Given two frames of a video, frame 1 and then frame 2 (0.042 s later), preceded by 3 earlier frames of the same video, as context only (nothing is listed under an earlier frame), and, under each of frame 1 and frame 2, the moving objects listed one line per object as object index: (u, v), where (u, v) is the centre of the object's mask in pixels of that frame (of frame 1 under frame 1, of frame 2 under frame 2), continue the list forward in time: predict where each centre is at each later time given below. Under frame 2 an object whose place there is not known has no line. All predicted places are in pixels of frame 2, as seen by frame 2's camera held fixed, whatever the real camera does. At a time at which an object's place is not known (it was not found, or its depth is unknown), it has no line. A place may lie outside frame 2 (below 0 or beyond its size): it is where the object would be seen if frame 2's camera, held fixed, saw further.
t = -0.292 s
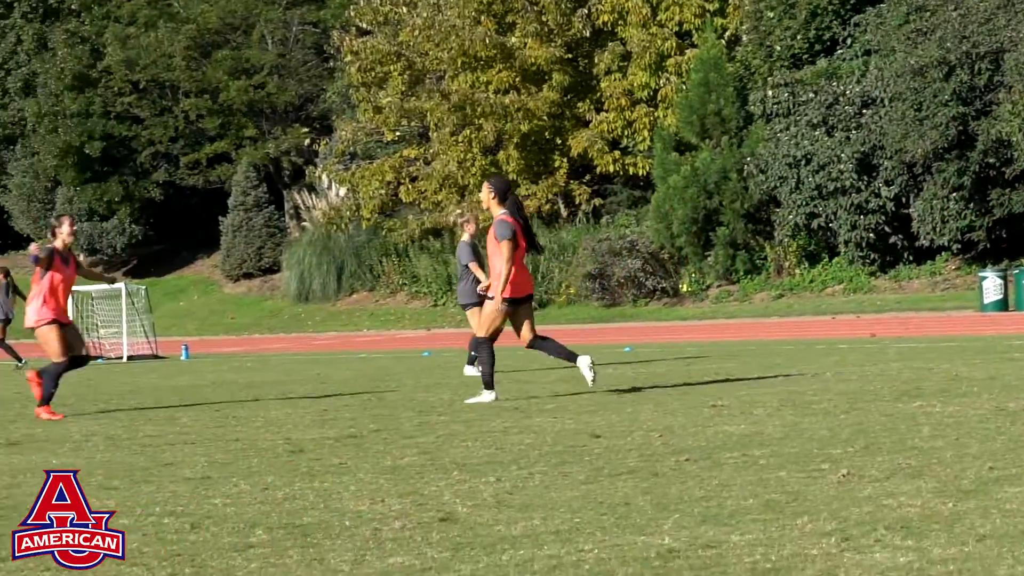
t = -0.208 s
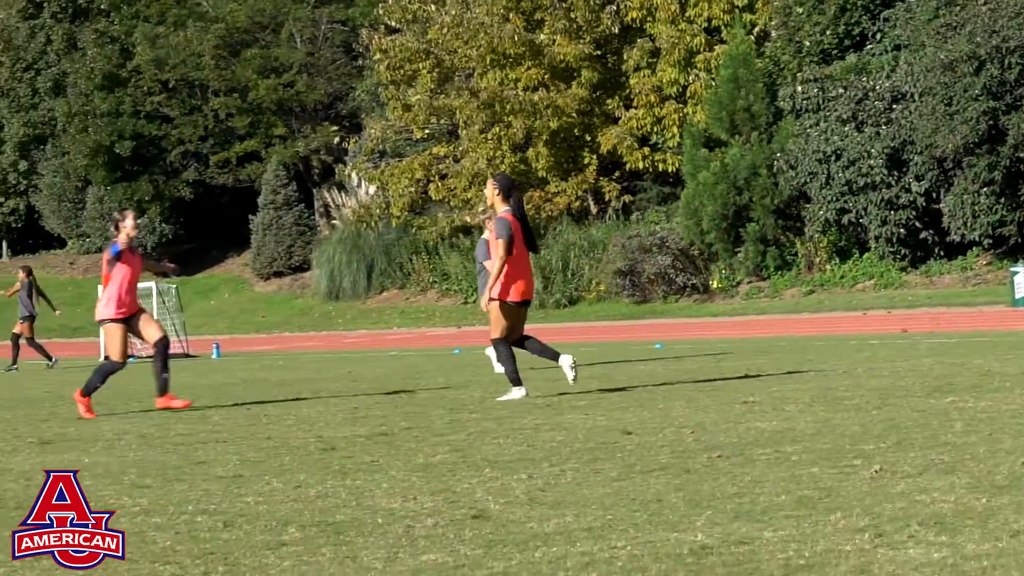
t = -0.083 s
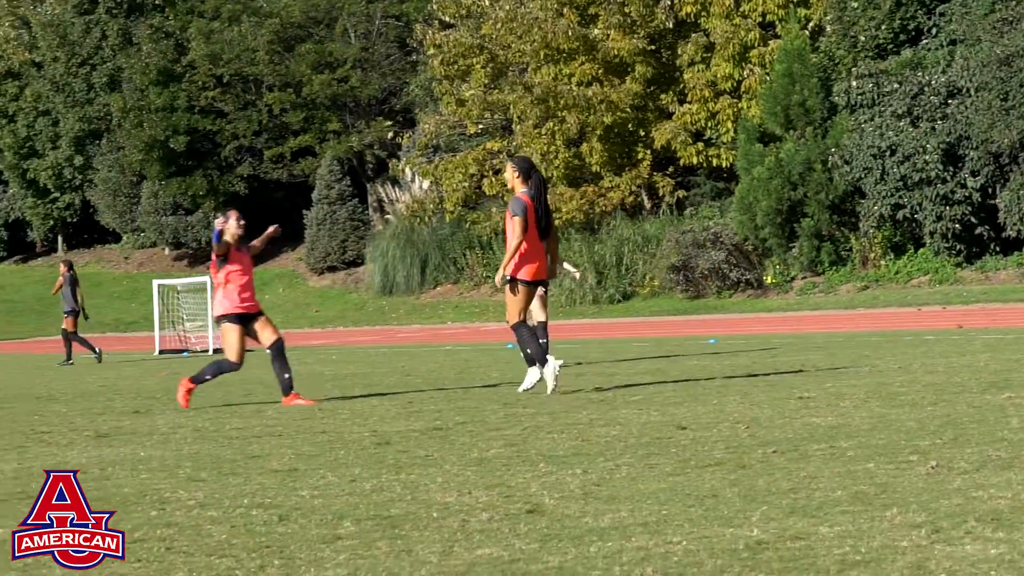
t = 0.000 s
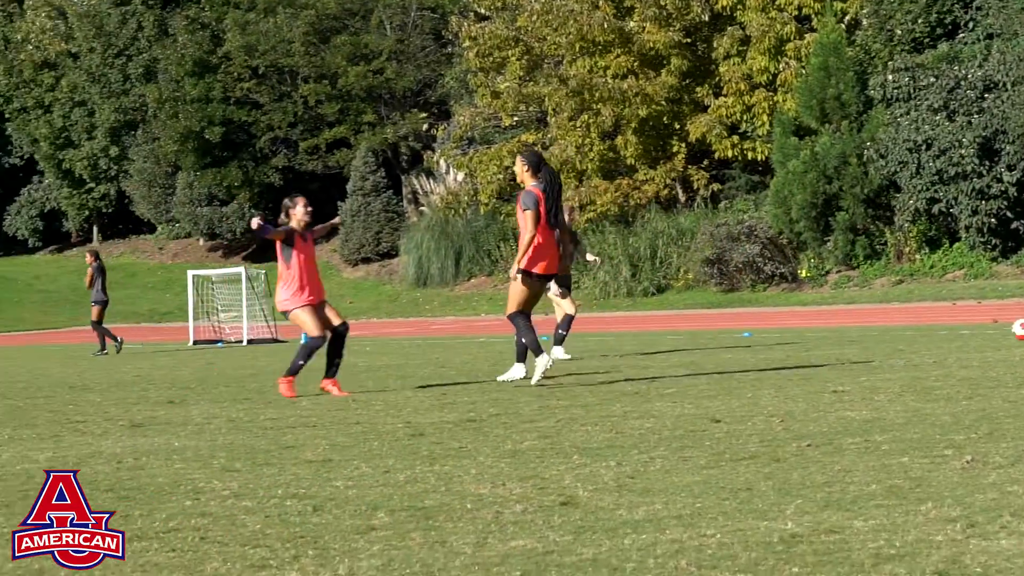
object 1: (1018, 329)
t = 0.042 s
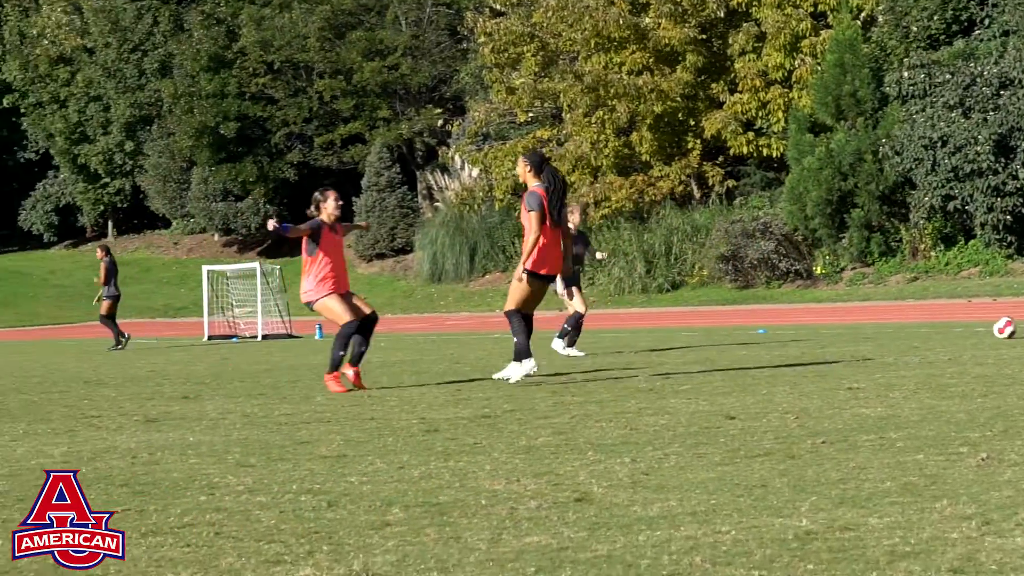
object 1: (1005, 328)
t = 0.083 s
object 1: (976, 329)
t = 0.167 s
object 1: (921, 333)
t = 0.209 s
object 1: (894, 335)
